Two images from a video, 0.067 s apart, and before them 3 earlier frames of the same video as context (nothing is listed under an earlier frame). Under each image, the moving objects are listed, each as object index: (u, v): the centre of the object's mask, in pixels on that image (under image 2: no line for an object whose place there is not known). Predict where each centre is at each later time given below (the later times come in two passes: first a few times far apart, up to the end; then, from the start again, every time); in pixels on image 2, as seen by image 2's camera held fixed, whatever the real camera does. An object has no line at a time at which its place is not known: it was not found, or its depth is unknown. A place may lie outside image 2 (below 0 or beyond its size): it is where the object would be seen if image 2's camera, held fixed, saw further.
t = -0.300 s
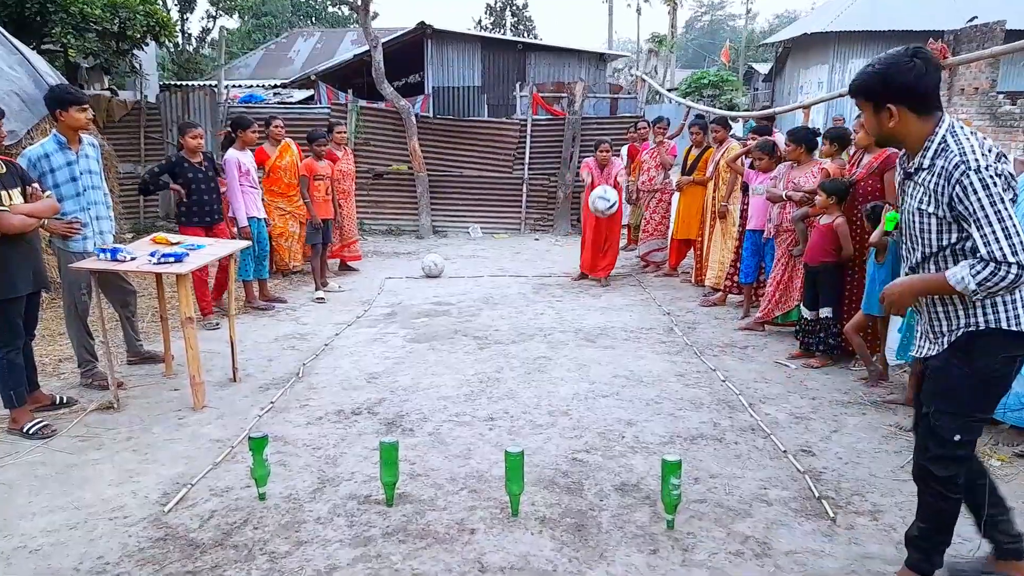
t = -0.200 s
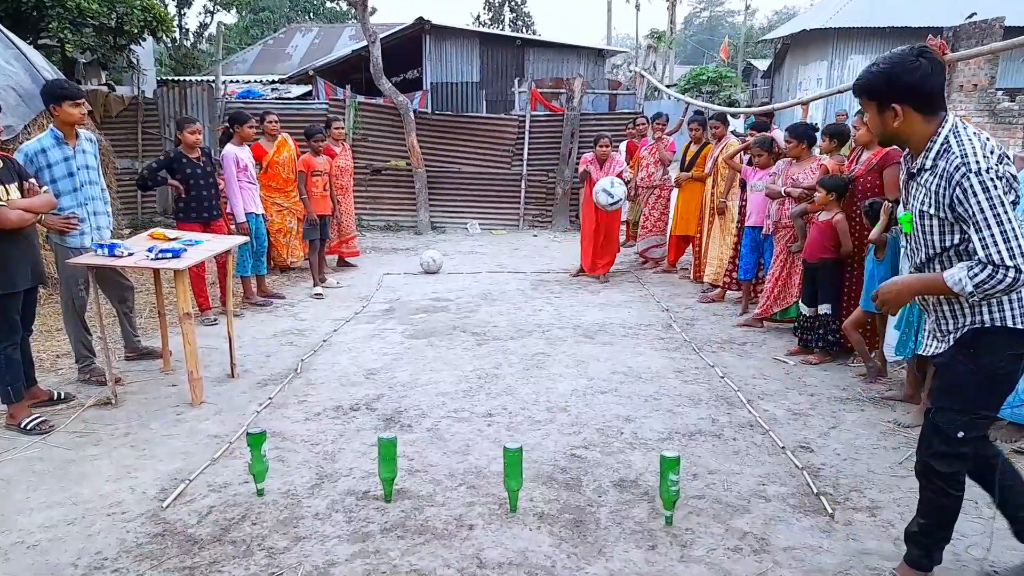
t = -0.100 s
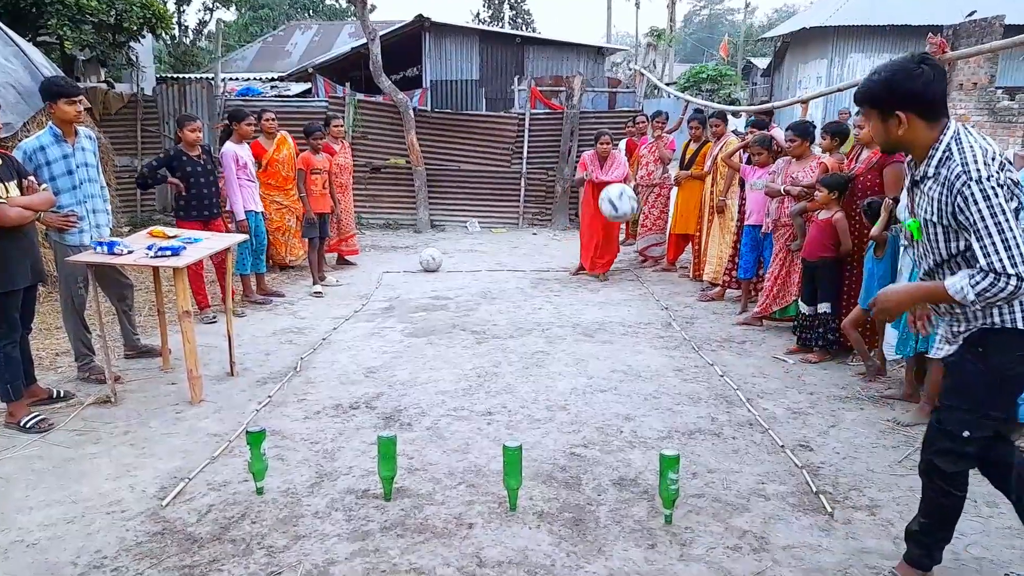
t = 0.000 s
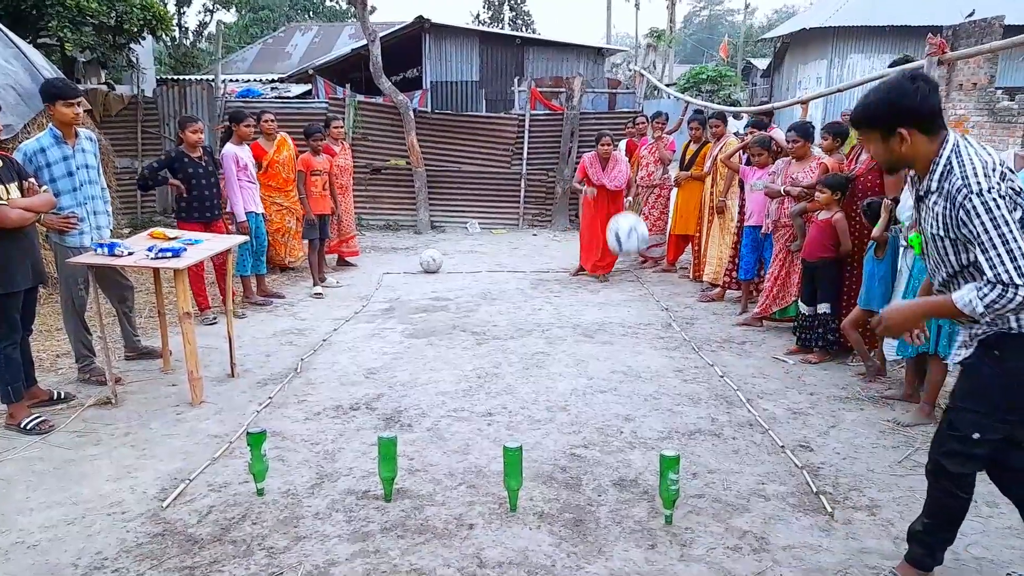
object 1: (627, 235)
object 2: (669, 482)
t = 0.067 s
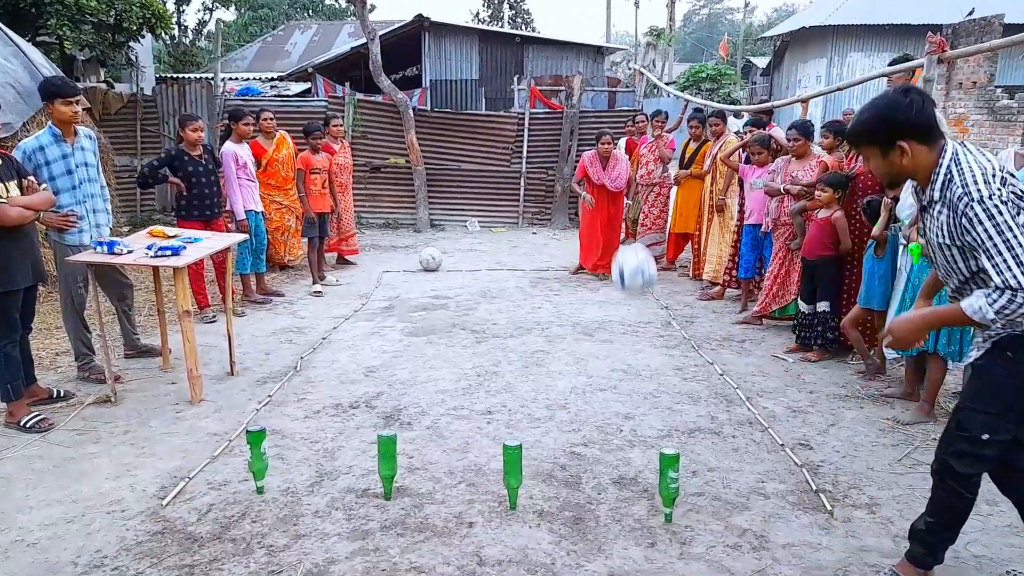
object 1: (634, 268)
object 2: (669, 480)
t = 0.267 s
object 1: (658, 475)
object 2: (670, 482)
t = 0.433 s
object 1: (665, 395)
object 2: (702, 545)
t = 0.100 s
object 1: (638, 294)
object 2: (669, 480)
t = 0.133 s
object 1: (643, 323)
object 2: (669, 480)
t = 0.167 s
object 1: (648, 356)
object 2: (669, 480)
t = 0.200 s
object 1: (651, 393)
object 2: (669, 480)
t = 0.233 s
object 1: (654, 438)
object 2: (669, 480)
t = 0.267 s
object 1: (658, 475)
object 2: (670, 482)
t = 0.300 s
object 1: (662, 446)
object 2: (676, 489)
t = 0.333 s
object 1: (664, 435)
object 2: (682, 500)
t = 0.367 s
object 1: (665, 419)
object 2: (687, 511)
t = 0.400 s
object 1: (665, 407)
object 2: (694, 534)
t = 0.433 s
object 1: (665, 395)
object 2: (702, 545)
